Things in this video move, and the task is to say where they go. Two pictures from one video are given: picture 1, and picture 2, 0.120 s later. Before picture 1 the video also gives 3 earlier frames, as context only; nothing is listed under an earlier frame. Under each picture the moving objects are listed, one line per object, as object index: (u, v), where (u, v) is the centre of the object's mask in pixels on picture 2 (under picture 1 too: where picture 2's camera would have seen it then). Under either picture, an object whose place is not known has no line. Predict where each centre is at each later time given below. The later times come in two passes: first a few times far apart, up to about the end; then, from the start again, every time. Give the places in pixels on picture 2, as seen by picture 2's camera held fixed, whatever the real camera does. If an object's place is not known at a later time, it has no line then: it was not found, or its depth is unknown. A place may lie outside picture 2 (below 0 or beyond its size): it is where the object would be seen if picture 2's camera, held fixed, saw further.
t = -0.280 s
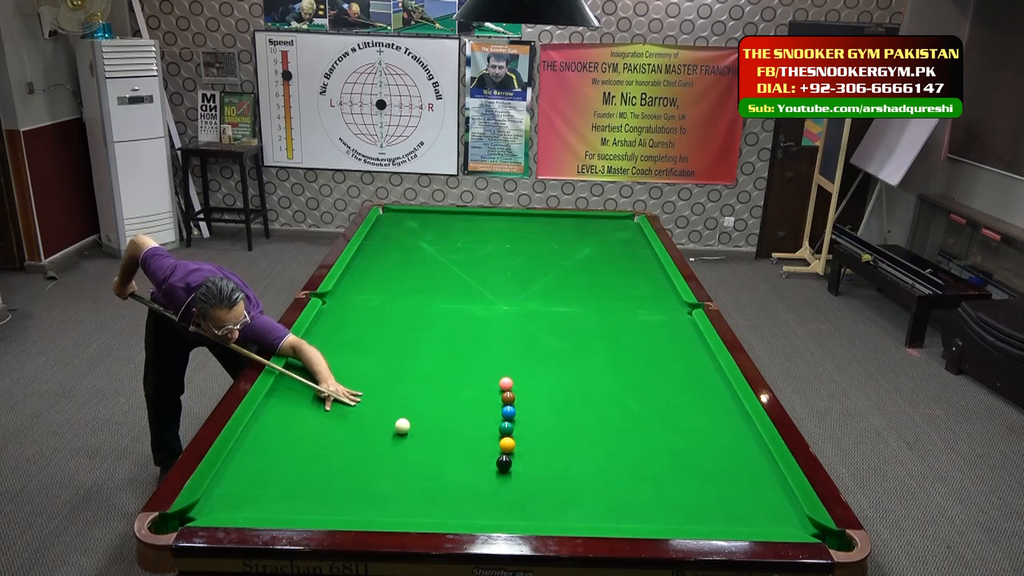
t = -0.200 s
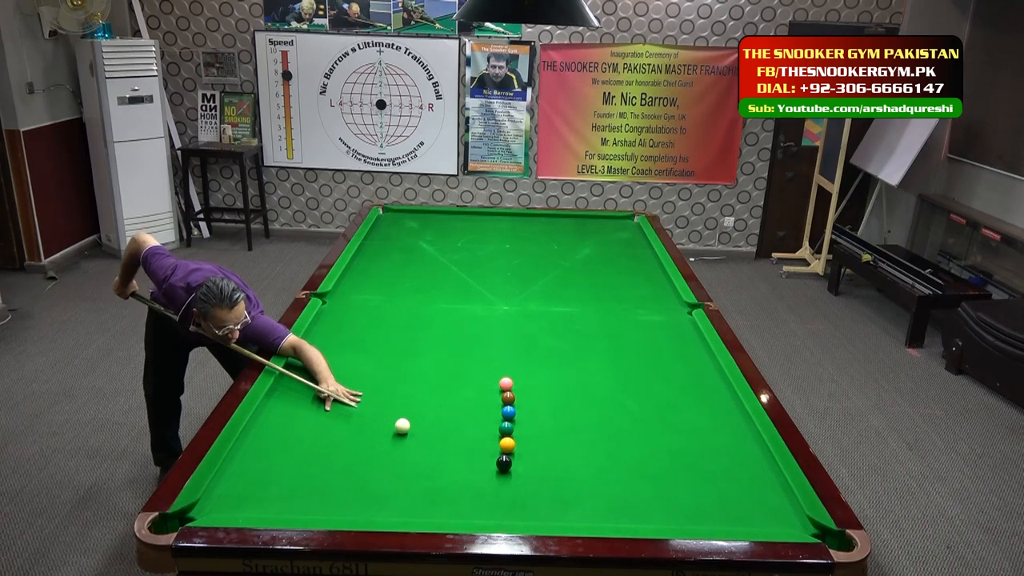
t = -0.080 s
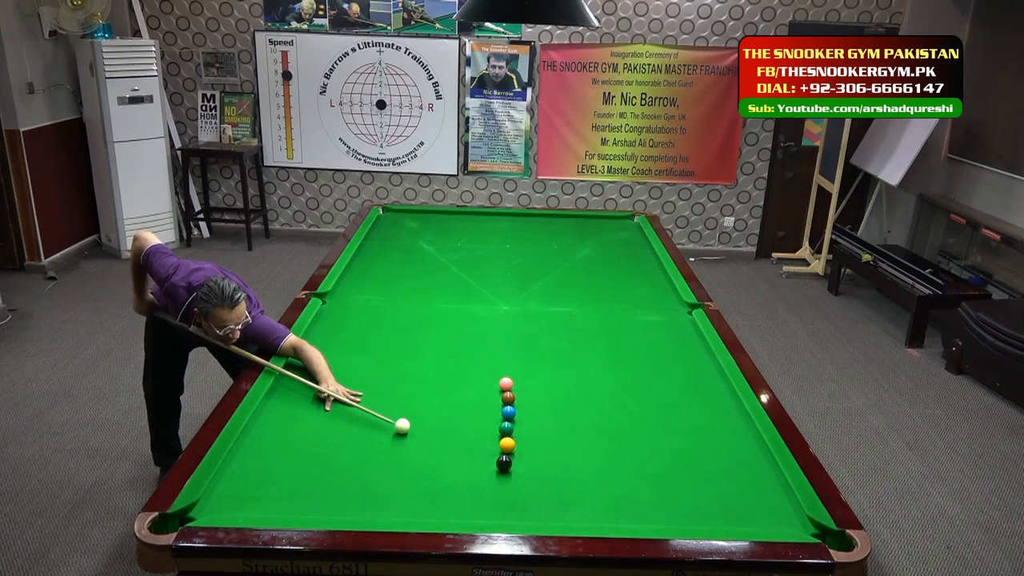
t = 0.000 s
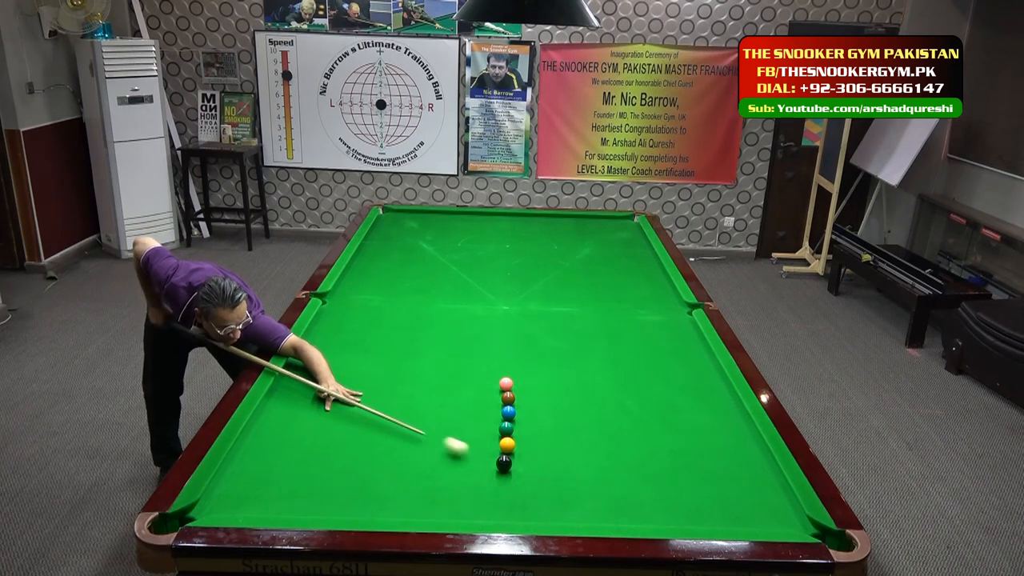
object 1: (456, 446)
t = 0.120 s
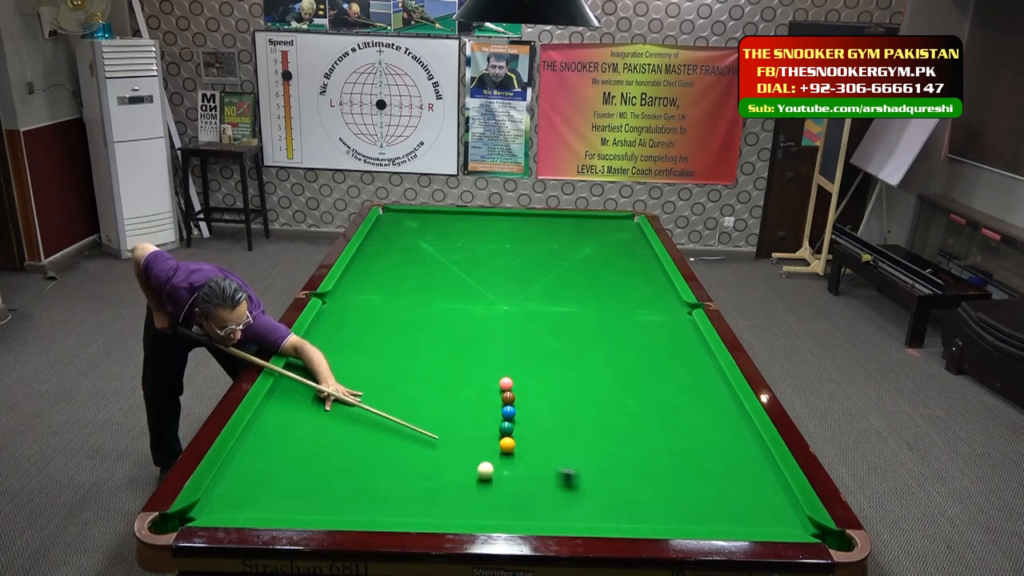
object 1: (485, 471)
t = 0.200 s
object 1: (483, 480)
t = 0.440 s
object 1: (478, 509)
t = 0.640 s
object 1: (472, 509)
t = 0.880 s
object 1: (467, 491)
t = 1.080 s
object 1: (462, 478)
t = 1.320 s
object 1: (457, 465)
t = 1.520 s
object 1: (453, 454)
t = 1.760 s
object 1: (449, 444)
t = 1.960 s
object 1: (446, 436)
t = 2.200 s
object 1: (443, 428)
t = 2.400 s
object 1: (440, 422)
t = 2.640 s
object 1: (438, 416)
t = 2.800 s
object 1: (436, 412)
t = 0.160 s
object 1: (484, 475)
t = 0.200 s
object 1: (483, 480)
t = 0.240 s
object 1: (482, 485)
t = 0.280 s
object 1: (481, 489)
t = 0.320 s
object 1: (480, 494)
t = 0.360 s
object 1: (480, 499)
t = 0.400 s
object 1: (479, 504)
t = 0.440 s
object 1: (478, 509)
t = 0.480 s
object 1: (477, 512)
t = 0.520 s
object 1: (476, 515)
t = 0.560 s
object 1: (475, 513)
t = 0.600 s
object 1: (473, 511)
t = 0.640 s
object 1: (472, 509)
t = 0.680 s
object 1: (471, 506)
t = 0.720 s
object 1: (470, 503)
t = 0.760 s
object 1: (469, 500)
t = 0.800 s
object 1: (469, 497)
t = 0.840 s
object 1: (467, 494)
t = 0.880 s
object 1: (467, 491)
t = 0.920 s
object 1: (466, 488)
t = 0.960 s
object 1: (465, 486)
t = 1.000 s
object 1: (464, 483)
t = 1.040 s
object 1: (463, 481)
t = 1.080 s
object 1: (462, 478)
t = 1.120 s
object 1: (461, 476)
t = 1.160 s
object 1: (460, 473)
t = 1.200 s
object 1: (459, 471)
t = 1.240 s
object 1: (458, 469)
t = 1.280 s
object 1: (458, 466)
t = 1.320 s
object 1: (457, 465)
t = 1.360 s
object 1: (456, 462)
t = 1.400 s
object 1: (455, 460)
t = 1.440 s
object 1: (454, 458)
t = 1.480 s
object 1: (454, 456)
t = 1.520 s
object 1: (453, 454)
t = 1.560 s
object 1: (452, 453)
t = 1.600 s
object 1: (452, 451)
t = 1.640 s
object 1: (451, 449)
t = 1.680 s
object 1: (450, 447)
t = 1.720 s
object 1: (450, 445)
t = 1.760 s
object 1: (449, 444)
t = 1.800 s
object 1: (448, 442)
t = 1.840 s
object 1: (448, 441)
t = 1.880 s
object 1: (447, 439)
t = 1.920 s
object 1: (446, 437)
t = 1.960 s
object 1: (446, 436)
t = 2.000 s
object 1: (445, 434)
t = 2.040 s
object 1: (445, 433)
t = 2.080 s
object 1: (444, 432)
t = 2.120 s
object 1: (444, 430)
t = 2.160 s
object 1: (443, 429)
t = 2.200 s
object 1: (443, 428)
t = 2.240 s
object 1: (442, 426)
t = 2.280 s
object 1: (442, 425)
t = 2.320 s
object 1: (441, 424)
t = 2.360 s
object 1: (441, 423)
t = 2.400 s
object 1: (440, 422)
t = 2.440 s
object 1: (440, 421)
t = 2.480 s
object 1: (440, 420)
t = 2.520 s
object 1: (439, 419)
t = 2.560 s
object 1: (439, 418)
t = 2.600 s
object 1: (438, 417)
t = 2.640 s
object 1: (438, 416)
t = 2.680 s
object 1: (438, 415)
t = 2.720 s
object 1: (437, 414)
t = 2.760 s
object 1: (437, 413)
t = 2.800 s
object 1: (436, 412)
